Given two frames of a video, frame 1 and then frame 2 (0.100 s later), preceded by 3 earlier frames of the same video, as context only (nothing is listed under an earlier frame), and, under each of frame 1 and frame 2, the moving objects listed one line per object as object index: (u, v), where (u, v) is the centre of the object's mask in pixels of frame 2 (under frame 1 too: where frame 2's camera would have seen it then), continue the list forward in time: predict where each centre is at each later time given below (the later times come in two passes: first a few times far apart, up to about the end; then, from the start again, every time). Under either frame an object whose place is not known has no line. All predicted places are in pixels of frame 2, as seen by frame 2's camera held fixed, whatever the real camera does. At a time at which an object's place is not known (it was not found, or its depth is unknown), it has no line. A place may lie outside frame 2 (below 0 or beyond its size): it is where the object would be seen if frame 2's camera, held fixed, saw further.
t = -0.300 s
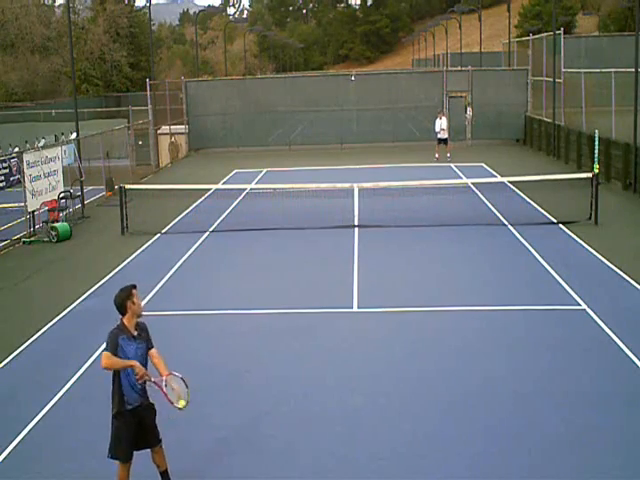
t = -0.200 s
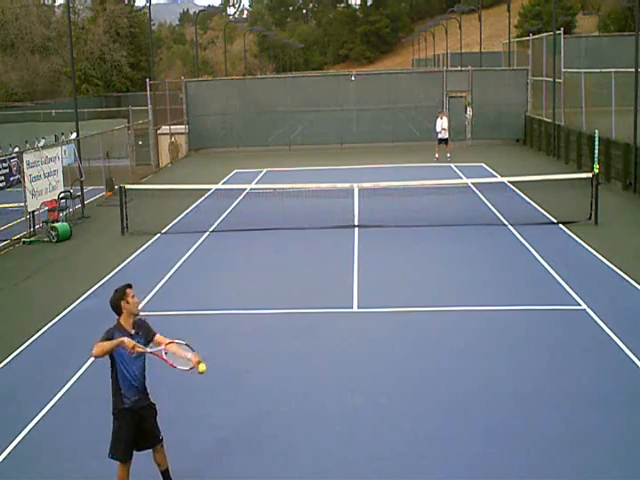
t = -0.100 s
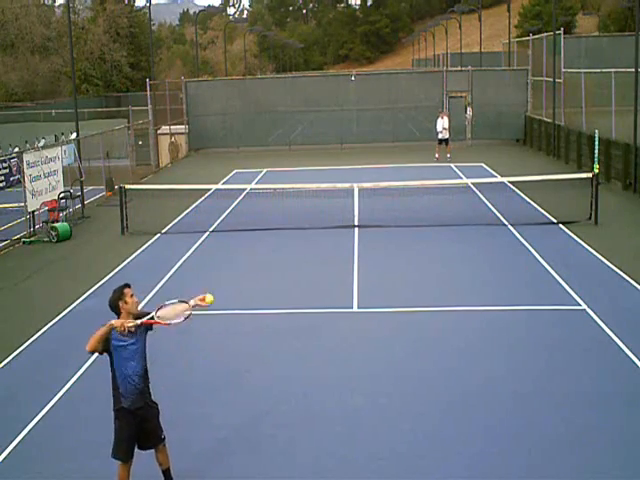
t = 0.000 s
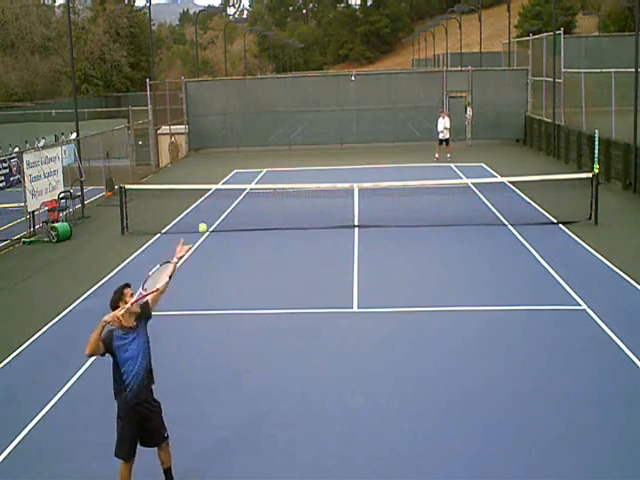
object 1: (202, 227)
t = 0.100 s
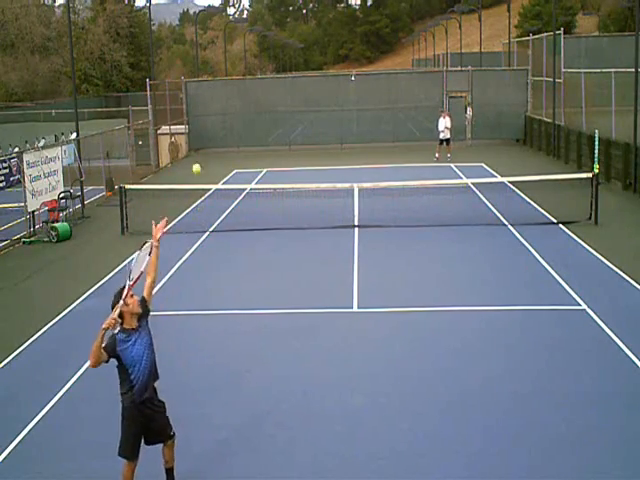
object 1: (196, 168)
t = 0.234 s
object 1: (188, 109)
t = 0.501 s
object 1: (176, 62)
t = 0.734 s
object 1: (168, 99)
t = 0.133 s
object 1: (194, 151)
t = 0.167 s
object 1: (192, 136)
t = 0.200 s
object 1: (190, 122)
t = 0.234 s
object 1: (188, 109)
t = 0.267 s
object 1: (187, 98)
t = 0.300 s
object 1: (185, 89)
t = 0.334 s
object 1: (183, 81)
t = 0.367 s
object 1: (182, 74)
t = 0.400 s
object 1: (180, 69)
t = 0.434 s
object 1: (179, 65)
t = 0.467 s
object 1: (177, 63)
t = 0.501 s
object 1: (176, 62)
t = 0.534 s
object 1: (175, 63)
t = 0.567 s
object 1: (173, 65)
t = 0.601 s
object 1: (172, 69)
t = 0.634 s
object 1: (171, 74)
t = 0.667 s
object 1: (169, 81)
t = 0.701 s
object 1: (169, 89)
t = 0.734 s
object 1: (168, 99)
